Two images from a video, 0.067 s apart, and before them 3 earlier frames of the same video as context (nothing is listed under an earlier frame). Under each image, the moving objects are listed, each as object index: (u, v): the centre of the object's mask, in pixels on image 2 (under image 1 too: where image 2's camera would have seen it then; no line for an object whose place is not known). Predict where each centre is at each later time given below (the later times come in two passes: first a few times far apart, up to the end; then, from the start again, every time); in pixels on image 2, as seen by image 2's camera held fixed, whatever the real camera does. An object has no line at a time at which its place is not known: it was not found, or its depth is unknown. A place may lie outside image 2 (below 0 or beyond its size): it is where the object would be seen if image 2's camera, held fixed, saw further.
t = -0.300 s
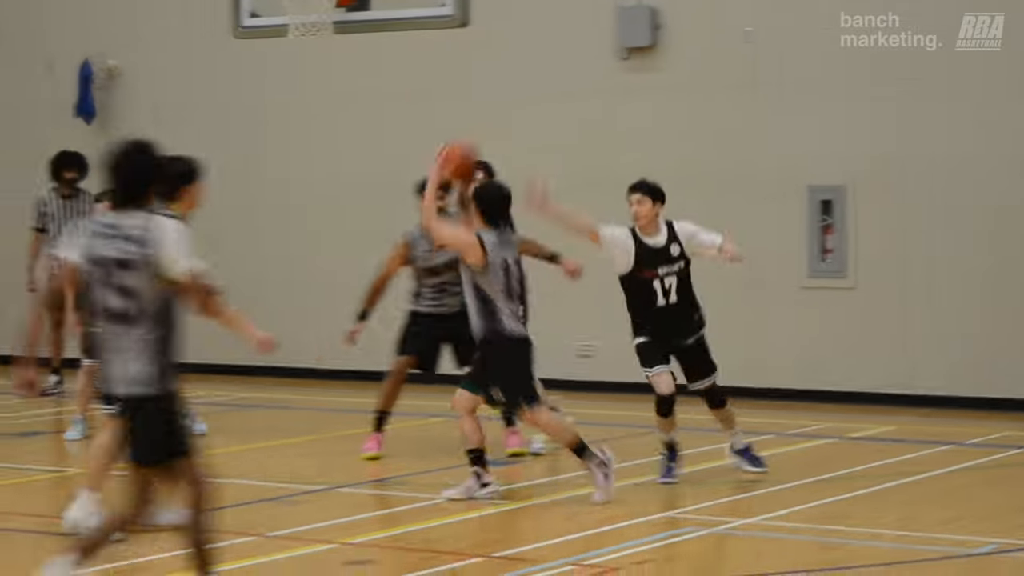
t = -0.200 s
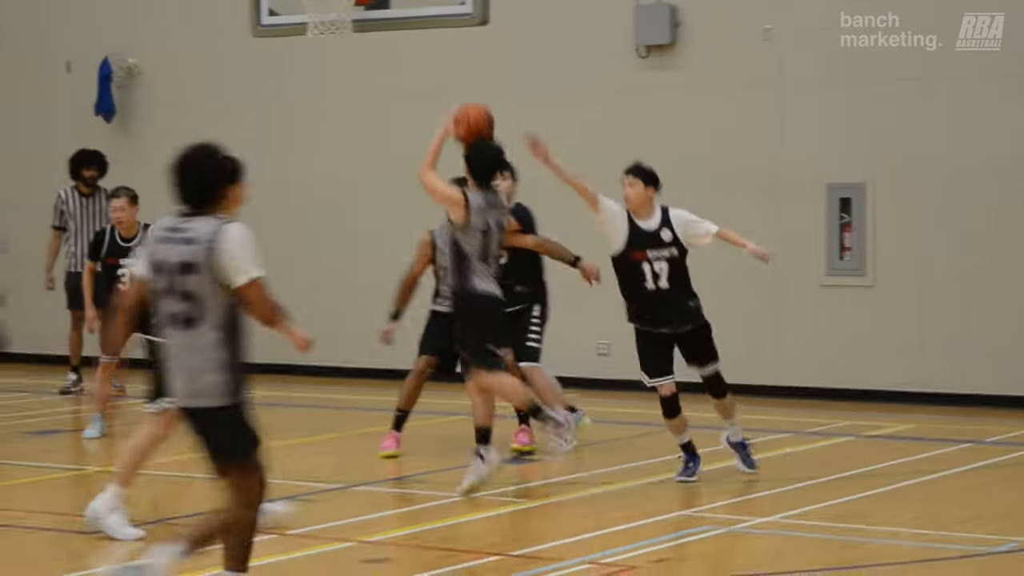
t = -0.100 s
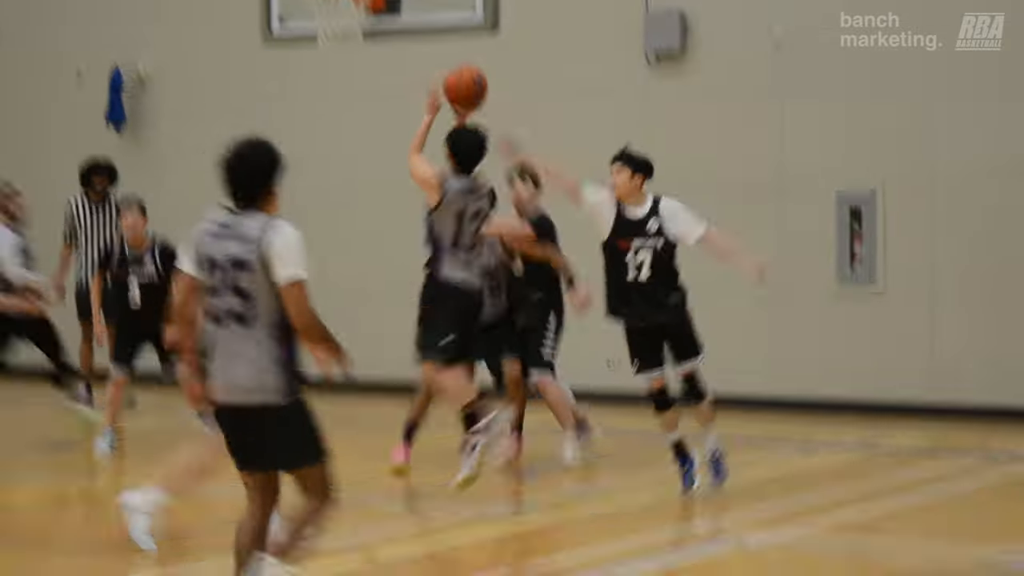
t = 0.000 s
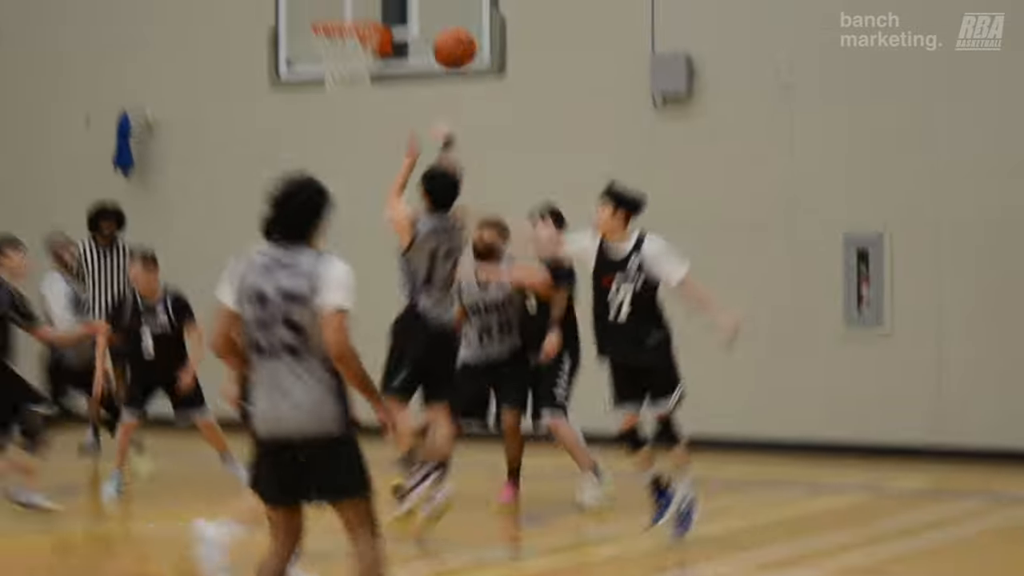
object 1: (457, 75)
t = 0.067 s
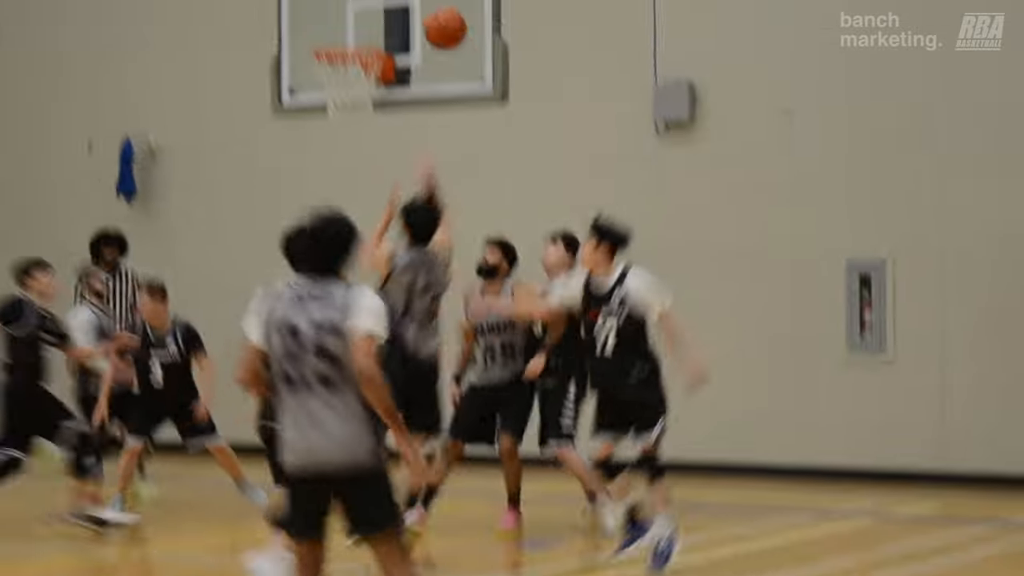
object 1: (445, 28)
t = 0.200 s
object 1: (423, -38)
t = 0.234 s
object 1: (418, -50)
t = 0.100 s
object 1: (439, 8)
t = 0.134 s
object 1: (434, -9)
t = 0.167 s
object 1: (428, -23)
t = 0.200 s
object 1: (423, -38)
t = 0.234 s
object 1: (418, -50)
